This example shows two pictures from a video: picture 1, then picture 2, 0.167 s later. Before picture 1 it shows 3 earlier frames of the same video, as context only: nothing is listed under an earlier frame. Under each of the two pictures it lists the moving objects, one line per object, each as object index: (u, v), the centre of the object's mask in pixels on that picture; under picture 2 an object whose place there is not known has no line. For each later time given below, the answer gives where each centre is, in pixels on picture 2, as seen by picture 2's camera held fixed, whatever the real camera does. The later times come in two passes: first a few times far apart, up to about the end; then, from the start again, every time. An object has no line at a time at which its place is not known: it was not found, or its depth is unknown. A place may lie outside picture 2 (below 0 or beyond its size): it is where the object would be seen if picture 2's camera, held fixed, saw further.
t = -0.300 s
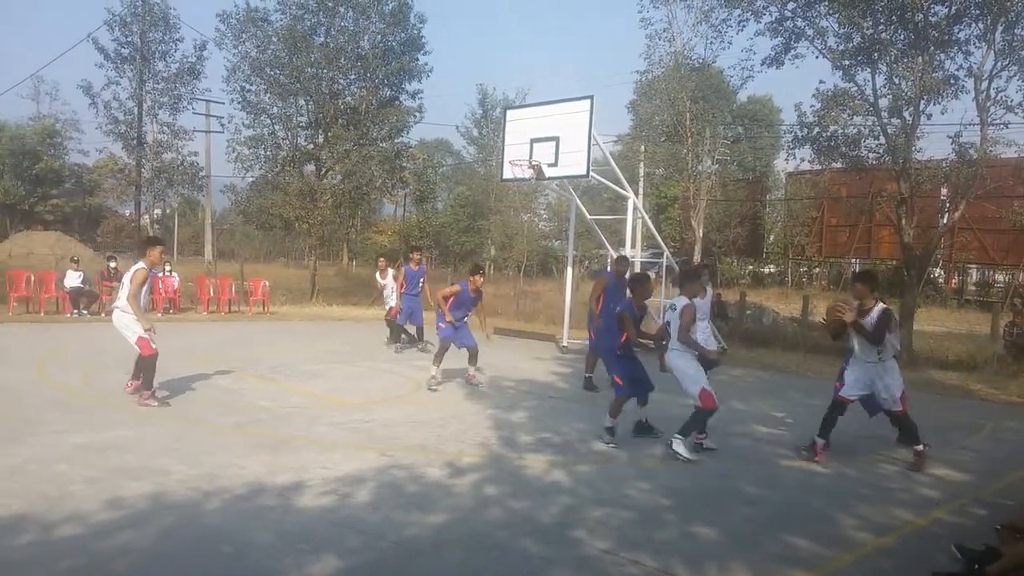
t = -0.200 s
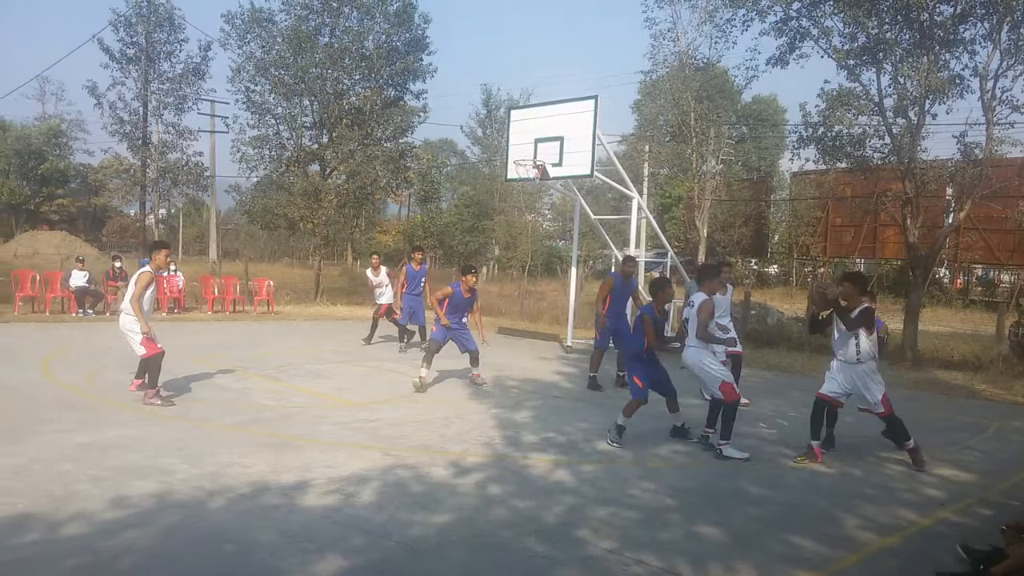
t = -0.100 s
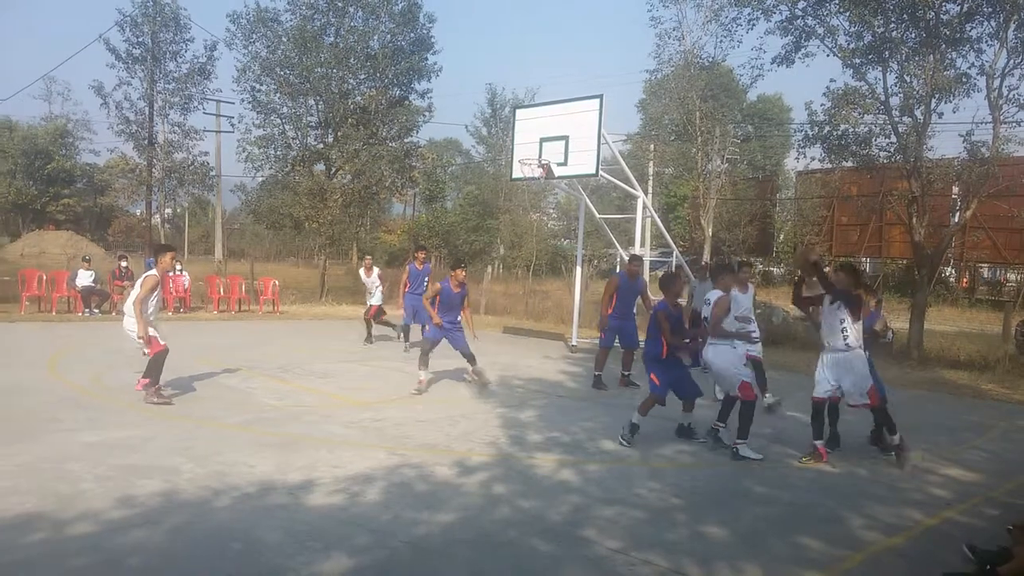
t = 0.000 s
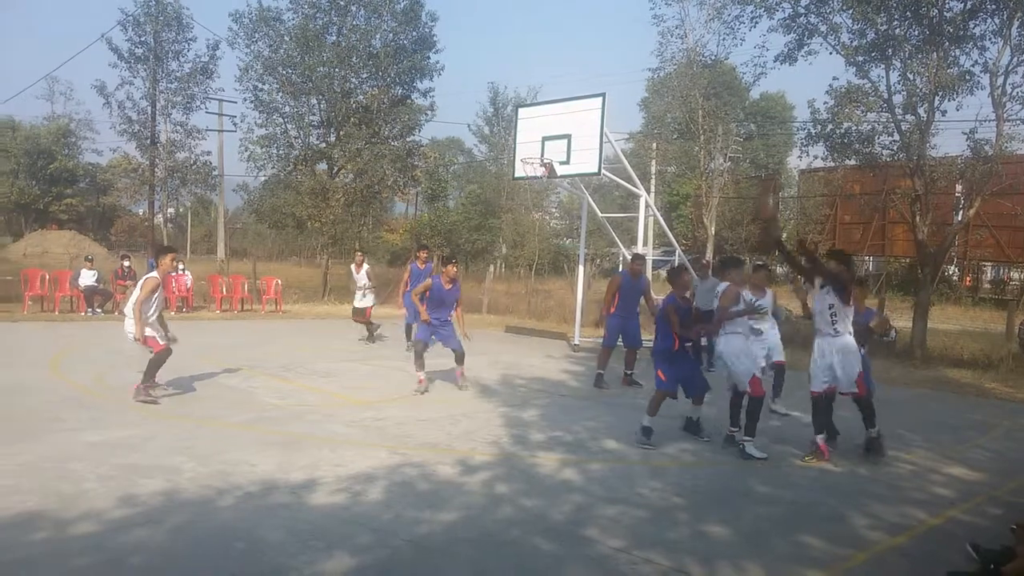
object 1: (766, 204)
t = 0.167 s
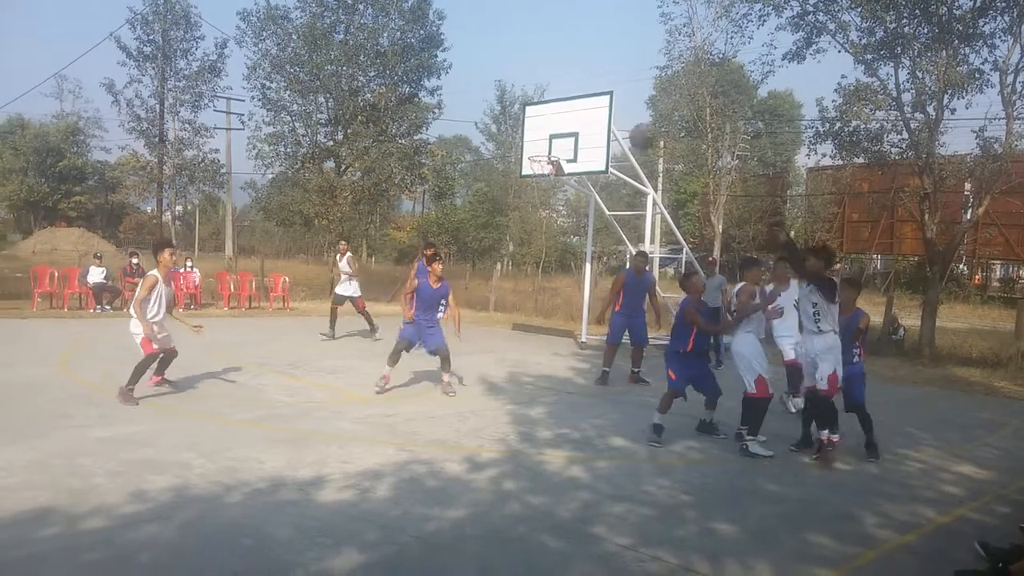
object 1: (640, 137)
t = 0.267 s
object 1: (568, 110)
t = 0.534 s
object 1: (377, 93)
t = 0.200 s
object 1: (618, 127)
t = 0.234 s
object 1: (593, 118)
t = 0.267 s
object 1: (568, 110)
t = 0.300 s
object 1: (542, 105)
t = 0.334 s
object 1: (518, 98)
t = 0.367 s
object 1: (495, 95)
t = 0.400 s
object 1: (470, 93)
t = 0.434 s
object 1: (447, 92)
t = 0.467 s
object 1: (424, 90)
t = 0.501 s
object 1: (400, 92)
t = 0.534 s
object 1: (377, 93)
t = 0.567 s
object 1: (354, 96)
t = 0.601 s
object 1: (331, 103)
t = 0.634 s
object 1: (309, 110)
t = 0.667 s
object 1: (287, 116)
